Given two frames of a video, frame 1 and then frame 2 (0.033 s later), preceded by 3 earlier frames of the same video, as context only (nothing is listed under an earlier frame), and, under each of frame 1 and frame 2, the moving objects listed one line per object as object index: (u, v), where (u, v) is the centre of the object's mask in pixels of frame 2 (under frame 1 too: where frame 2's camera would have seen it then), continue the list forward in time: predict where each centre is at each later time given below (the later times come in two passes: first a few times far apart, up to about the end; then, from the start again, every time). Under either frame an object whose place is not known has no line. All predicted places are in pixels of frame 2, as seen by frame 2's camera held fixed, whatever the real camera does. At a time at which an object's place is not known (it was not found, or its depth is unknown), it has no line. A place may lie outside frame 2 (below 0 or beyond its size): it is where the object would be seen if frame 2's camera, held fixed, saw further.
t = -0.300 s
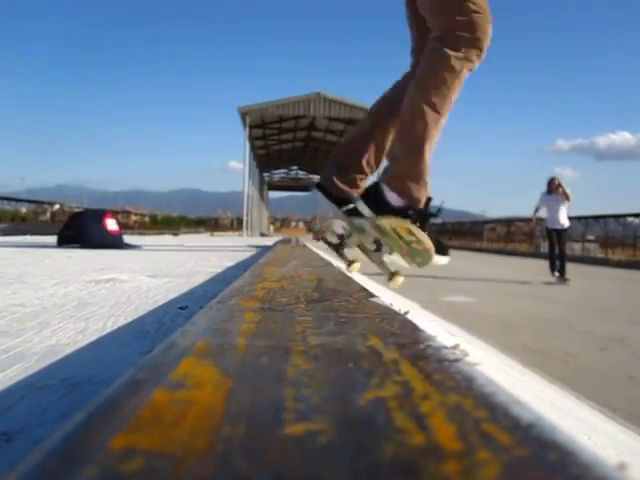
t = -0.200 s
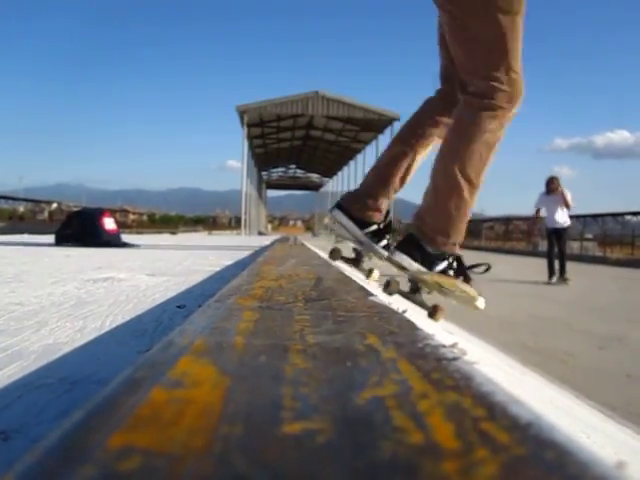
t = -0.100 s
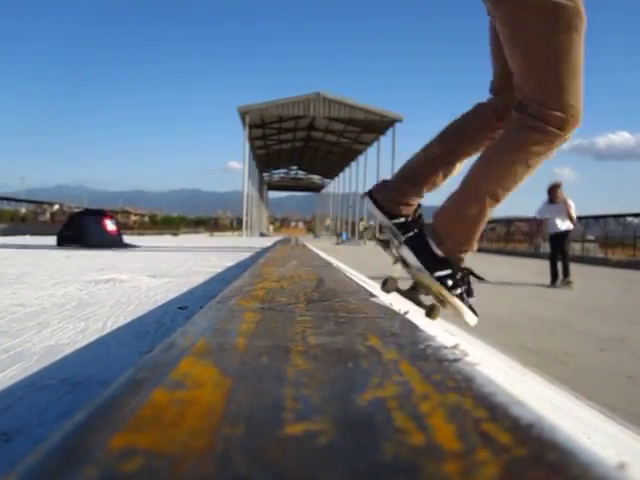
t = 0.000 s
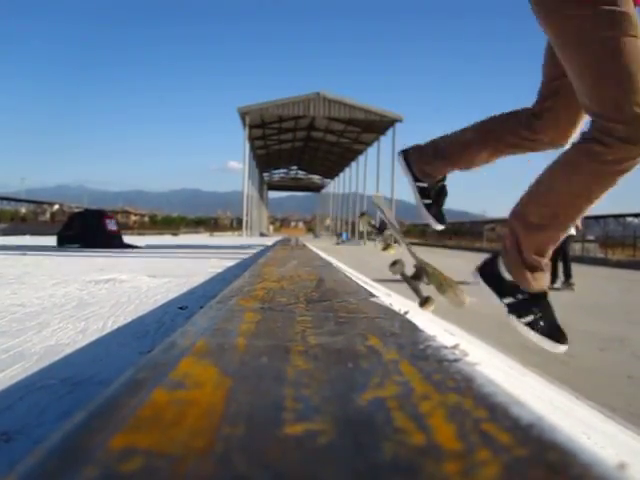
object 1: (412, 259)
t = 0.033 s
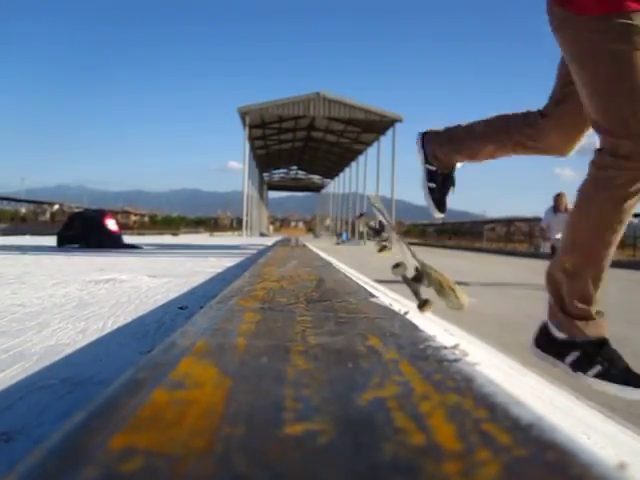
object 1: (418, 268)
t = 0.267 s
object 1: (411, 269)
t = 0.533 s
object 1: (418, 277)
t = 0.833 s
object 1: (445, 298)
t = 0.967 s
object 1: (476, 307)
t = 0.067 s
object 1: (422, 272)
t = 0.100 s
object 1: (414, 267)
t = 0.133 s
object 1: (414, 268)
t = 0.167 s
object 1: (412, 268)
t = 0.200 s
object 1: (412, 268)
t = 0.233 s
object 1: (412, 269)
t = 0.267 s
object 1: (411, 269)
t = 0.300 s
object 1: (411, 268)
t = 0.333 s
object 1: (410, 268)
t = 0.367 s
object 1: (410, 268)
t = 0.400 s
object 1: (411, 268)
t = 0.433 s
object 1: (413, 269)
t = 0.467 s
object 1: (414, 271)
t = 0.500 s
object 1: (416, 274)
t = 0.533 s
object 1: (418, 277)
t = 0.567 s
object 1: (421, 281)
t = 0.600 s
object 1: (425, 283)
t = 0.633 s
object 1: (428, 287)
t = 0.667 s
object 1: (431, 292)
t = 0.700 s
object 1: (435, 298)
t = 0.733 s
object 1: (434, 301)
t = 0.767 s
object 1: (425, 299)
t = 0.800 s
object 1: (439, 297)
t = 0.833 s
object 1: (445, 298)
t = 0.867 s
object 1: (453, 300)
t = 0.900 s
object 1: (461, 302)
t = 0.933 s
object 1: (469, 303)
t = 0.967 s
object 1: (476, 307)
